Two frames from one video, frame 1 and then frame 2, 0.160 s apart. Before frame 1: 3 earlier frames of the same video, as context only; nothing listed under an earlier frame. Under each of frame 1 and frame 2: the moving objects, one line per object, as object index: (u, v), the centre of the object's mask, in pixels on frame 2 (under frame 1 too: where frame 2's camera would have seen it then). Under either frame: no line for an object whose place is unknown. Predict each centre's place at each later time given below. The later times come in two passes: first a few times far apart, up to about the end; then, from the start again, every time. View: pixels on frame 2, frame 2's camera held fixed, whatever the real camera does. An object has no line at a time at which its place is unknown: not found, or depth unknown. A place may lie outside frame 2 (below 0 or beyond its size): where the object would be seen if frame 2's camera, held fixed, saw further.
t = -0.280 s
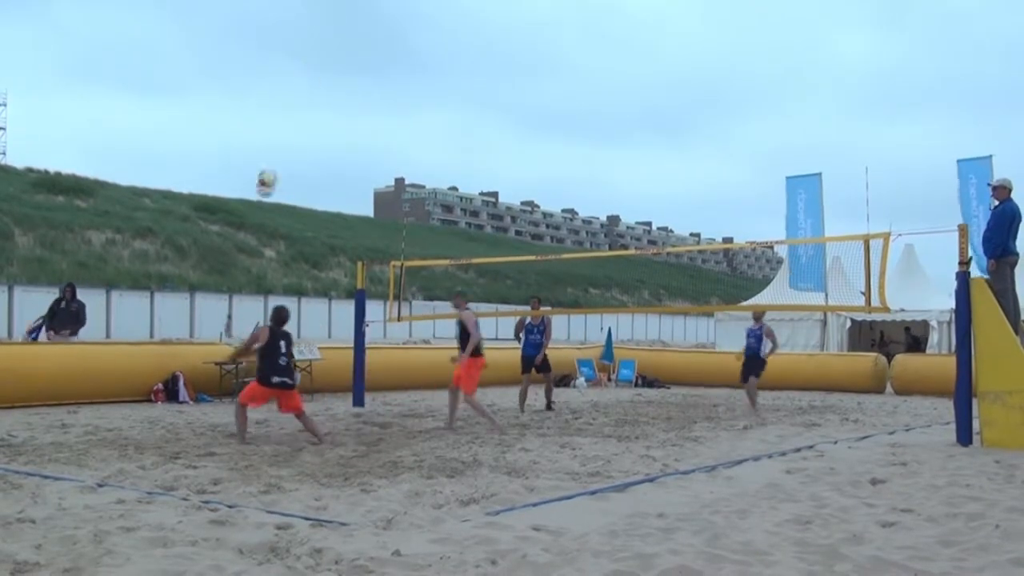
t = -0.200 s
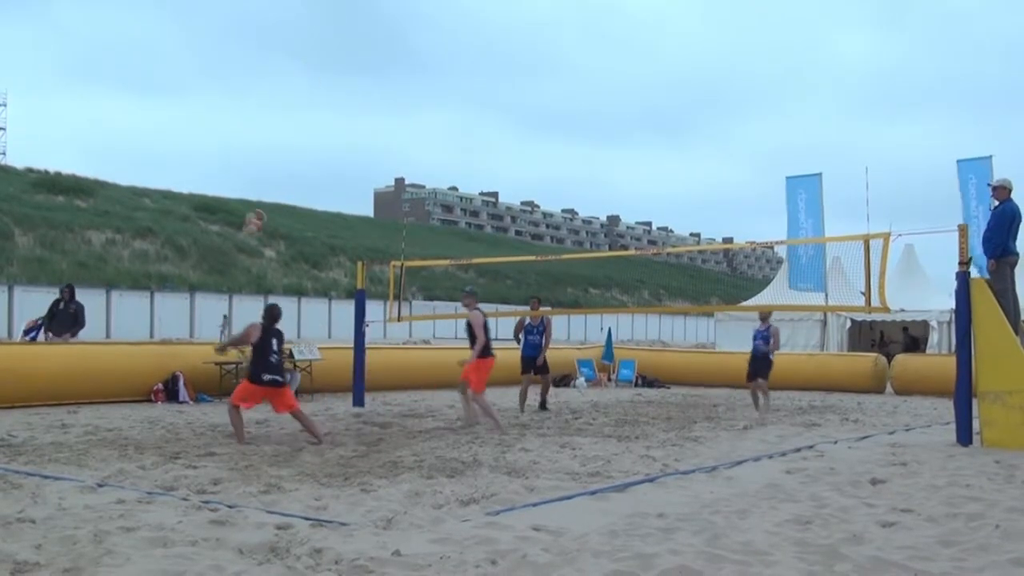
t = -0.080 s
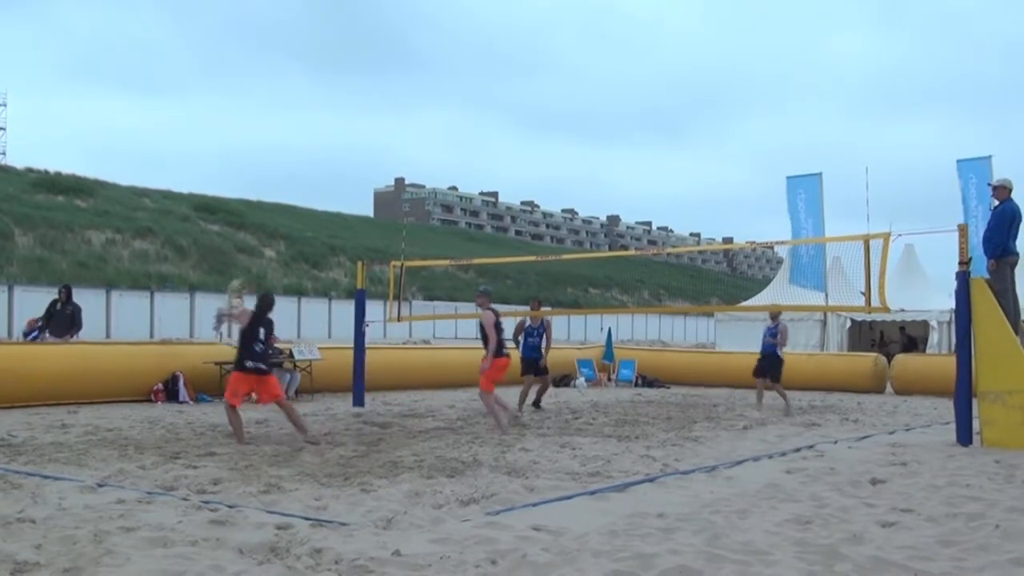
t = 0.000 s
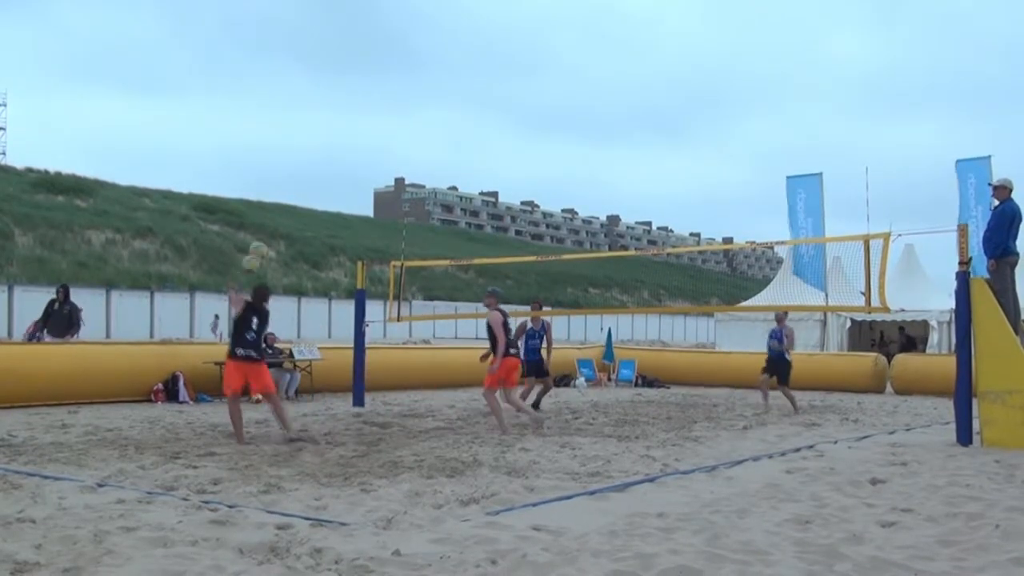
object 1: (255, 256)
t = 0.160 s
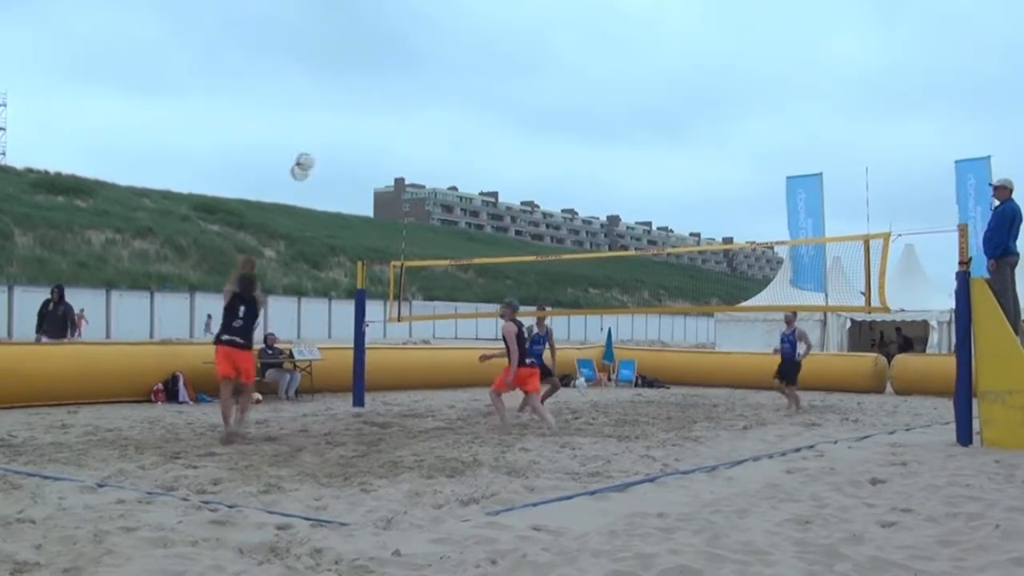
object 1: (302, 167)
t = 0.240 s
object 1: (323, 131)
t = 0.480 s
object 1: (377, 56)
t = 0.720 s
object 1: (421, 28)
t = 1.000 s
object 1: (452, 52)
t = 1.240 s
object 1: (467, 117)
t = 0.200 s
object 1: (312, 148)
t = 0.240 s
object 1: (323, 131)
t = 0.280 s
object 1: (333, 114)
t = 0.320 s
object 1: (342, 100)
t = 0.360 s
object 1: (352, 87)
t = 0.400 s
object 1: (361, 75)
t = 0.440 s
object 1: (369, 65)
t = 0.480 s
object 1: (377, 56)
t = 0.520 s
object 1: (386, 48)
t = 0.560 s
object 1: (393, 42)
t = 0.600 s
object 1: (401, 36)
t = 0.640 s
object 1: (408, 32)
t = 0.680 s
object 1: (414, 30)
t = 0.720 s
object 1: (421, 28)
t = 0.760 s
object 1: (426, 28)
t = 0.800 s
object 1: (431, 29)
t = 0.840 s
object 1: (436, 31)
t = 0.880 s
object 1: (440, 34)
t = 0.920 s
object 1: (444, 39)
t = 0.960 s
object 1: (448, 44)
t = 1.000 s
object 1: (452, 52)
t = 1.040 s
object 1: (455, 60)
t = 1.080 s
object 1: (458, 69)
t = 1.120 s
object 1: (460, 80)
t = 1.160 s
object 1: (463, 91)
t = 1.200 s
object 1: (465, 103)
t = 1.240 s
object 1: (467, 117)
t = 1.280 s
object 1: (469, 131)
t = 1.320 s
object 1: (471, 146)
